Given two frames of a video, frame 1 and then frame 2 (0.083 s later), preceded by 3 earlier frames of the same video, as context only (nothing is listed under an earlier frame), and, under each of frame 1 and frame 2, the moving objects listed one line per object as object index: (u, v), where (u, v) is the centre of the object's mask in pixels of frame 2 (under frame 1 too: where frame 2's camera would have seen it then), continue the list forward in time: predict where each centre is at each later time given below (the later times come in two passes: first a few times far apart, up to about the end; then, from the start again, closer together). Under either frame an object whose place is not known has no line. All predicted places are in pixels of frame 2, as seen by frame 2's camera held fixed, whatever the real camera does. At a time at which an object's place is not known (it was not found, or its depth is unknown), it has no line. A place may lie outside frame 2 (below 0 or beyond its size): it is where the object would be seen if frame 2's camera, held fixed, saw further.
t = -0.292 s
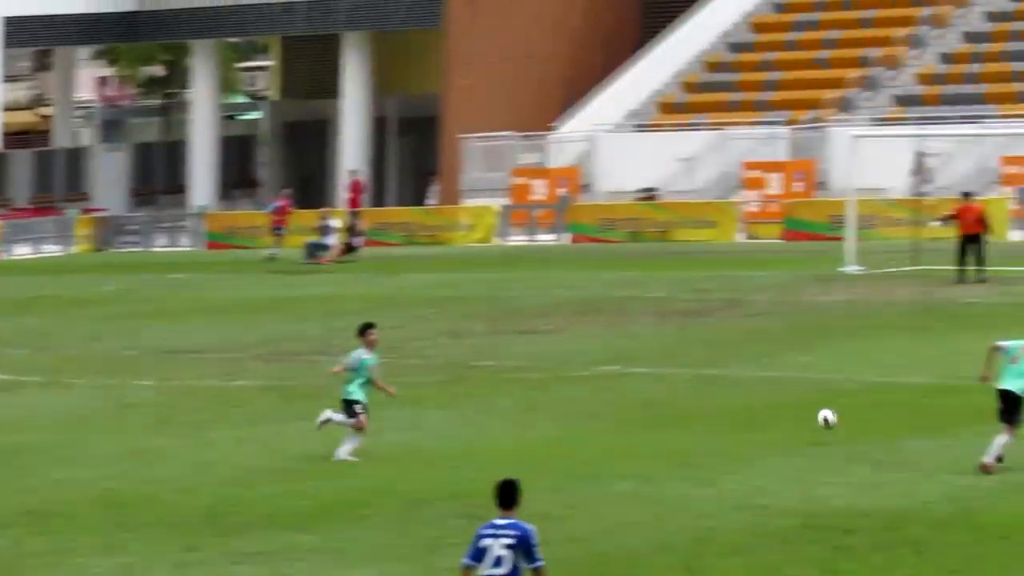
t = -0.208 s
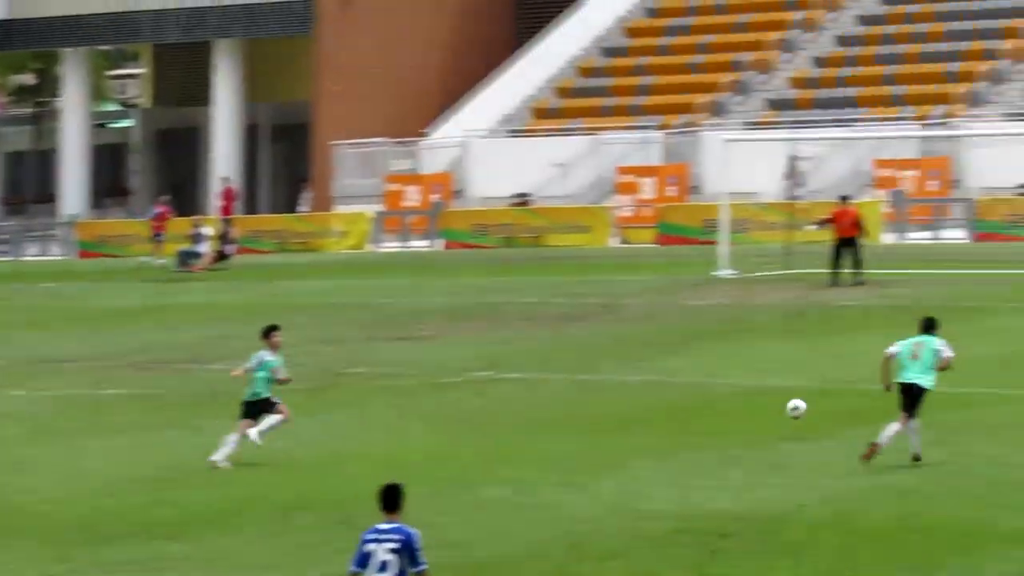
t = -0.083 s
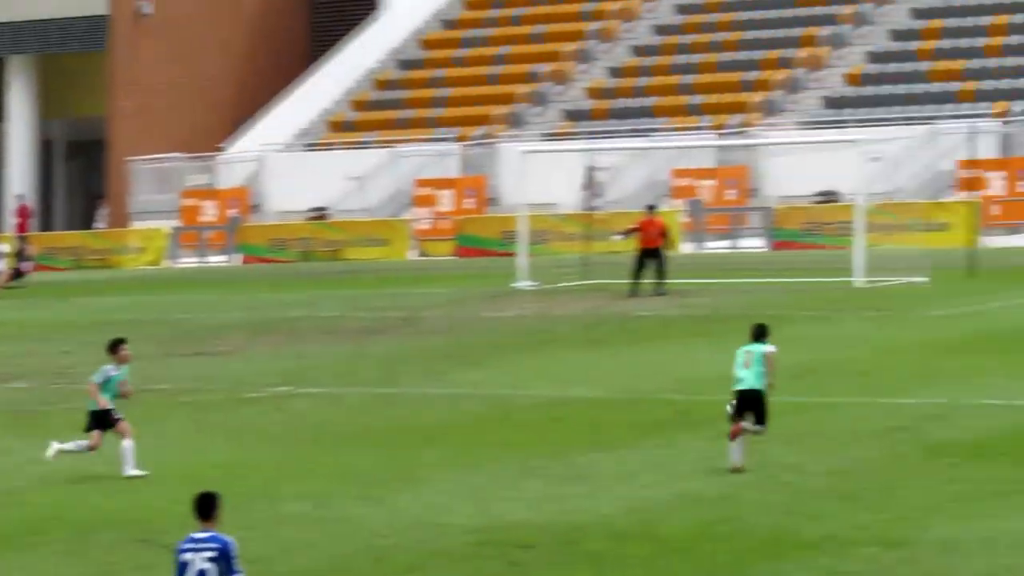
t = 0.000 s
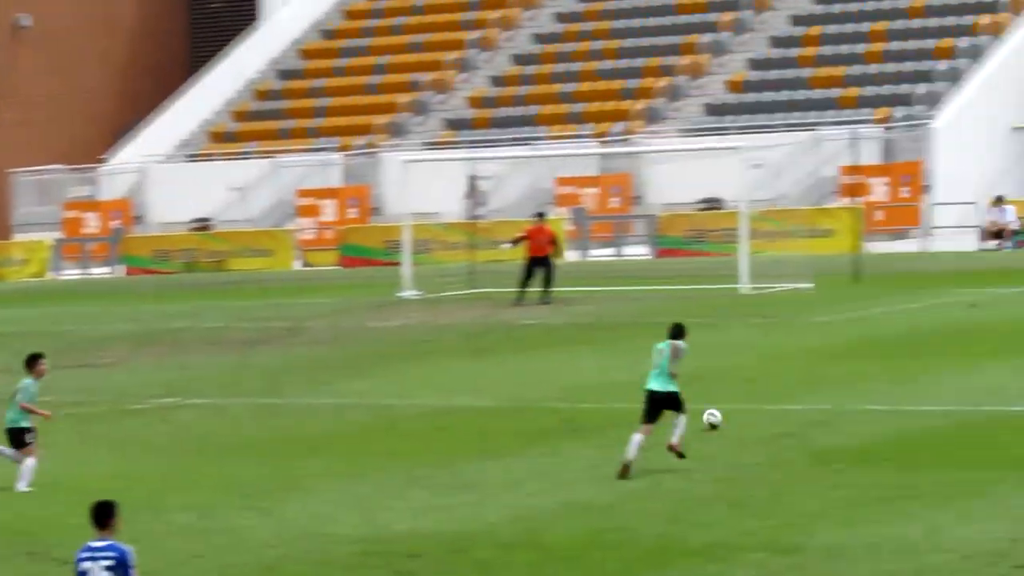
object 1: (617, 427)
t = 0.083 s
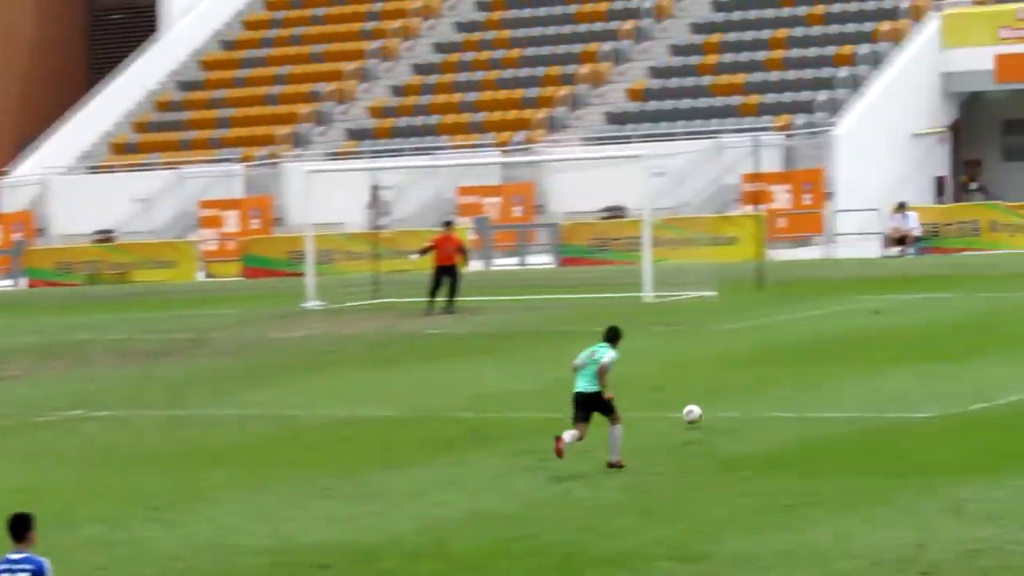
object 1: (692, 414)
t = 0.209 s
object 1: (795, 395)
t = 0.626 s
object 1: (1071, 374)
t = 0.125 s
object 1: (728, 405)
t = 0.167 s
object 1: (761, 399)
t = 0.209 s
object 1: (795, 395)
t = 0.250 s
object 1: (828, 392)
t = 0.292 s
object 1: (861, 391)
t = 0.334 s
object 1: (892, 393)
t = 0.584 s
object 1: (1047, 372)
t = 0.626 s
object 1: (1071, 374)
